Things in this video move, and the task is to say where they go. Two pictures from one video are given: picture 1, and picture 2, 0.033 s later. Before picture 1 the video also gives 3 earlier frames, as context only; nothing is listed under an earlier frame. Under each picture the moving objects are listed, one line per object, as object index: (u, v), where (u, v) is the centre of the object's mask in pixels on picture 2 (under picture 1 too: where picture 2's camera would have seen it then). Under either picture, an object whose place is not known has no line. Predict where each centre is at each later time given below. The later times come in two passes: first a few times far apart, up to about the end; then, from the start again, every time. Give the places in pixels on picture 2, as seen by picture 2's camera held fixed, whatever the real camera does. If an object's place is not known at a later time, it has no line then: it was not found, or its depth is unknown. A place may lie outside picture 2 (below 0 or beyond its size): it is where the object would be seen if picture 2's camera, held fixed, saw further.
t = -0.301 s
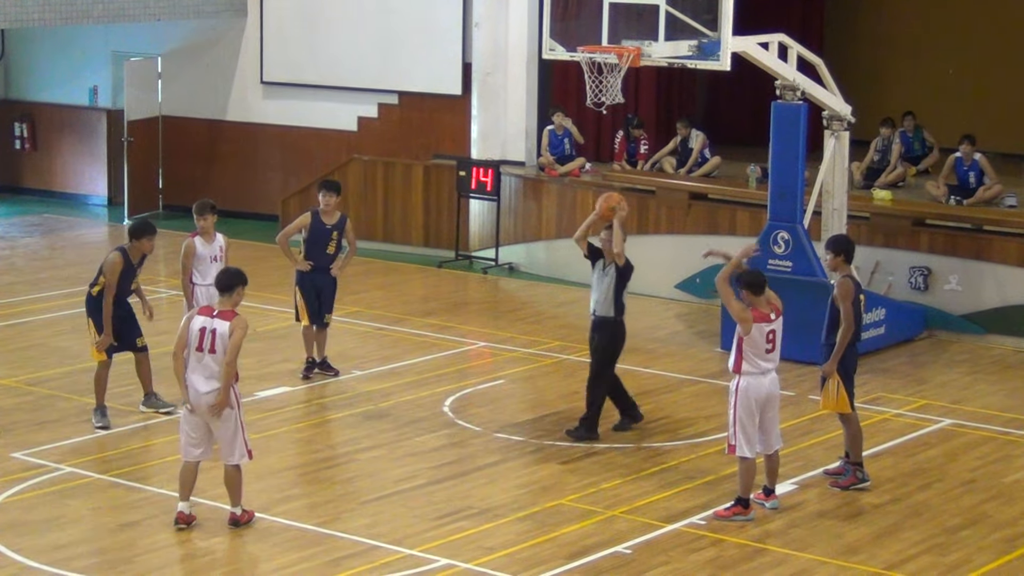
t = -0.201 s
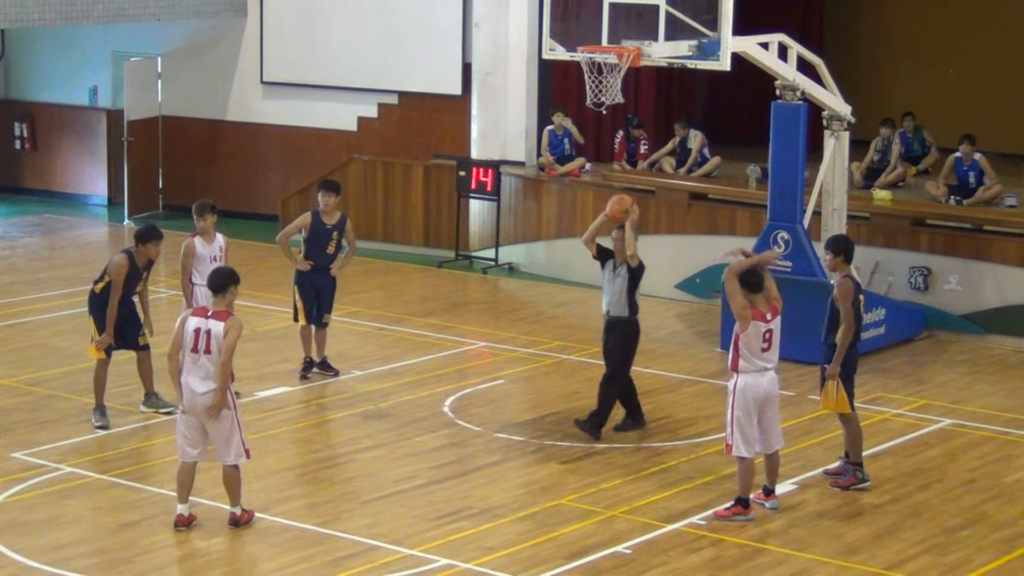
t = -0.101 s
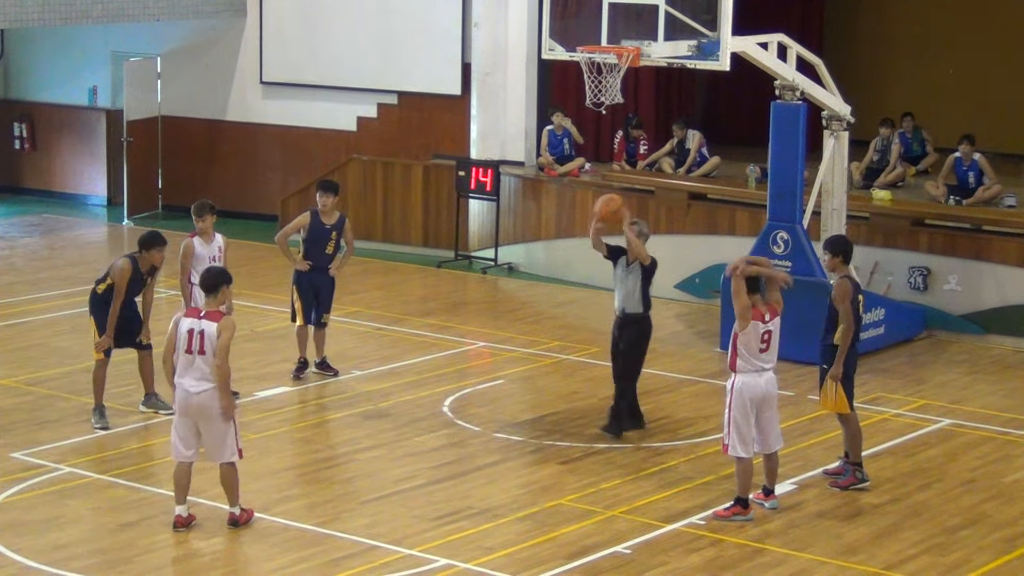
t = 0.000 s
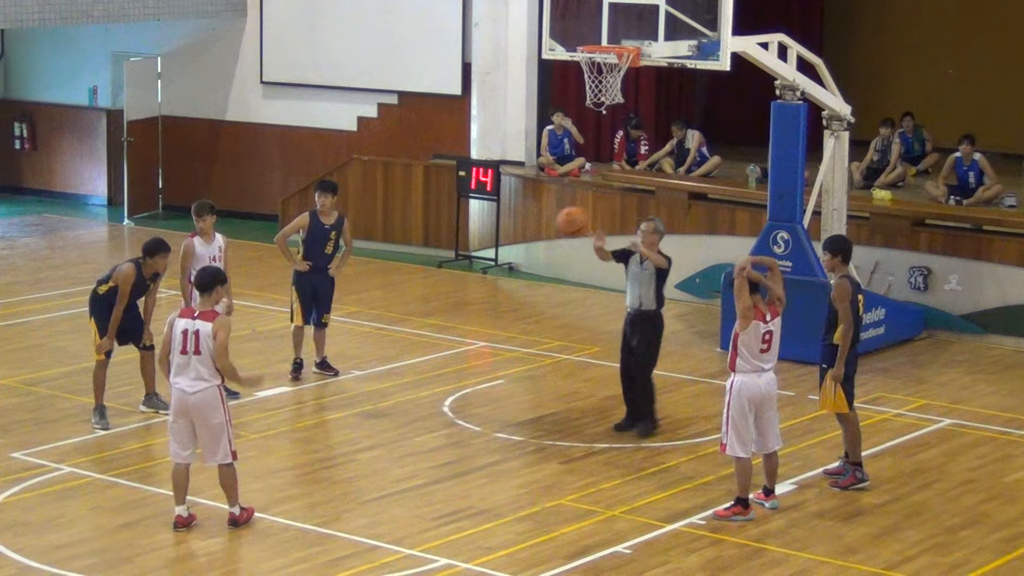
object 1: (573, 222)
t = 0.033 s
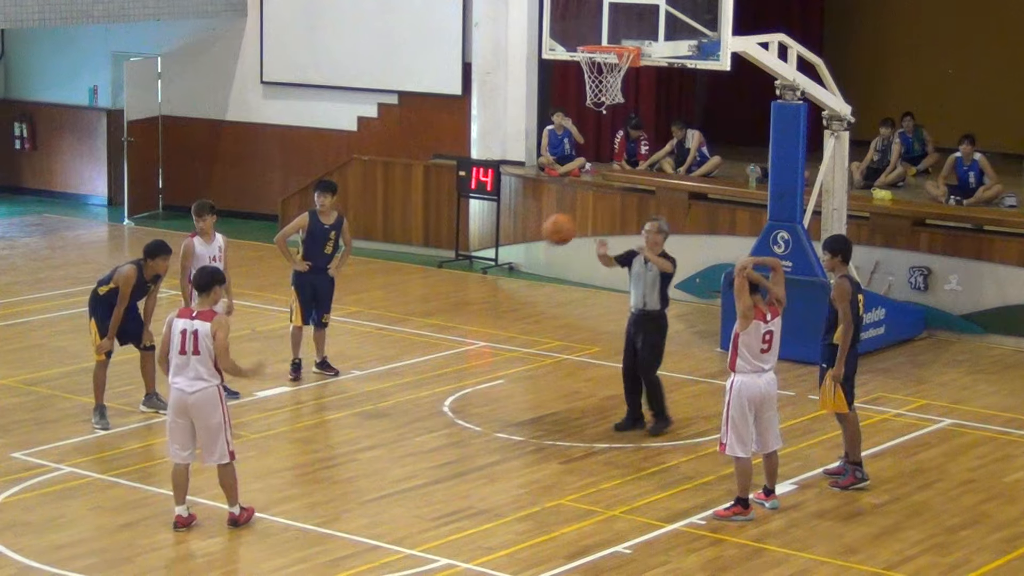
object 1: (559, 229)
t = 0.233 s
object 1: (477, 305)
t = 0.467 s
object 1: (376, 468)
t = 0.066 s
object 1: (546, 238)
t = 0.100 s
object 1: (533, 248)
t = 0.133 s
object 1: (520, 261)
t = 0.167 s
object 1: (505, 275)
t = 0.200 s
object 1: (491, 289)
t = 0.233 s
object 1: (477, 305)
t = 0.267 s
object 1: (463, 324)
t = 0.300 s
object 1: (449, 344)
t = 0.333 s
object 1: (434, 367)
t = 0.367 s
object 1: (419, 390)
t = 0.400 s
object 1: (406, 414)
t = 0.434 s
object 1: (391, 441)
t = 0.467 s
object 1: (376, 468)
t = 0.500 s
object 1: (367, 469)
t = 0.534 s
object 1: (359, 450)
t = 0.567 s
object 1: (353, 434)
